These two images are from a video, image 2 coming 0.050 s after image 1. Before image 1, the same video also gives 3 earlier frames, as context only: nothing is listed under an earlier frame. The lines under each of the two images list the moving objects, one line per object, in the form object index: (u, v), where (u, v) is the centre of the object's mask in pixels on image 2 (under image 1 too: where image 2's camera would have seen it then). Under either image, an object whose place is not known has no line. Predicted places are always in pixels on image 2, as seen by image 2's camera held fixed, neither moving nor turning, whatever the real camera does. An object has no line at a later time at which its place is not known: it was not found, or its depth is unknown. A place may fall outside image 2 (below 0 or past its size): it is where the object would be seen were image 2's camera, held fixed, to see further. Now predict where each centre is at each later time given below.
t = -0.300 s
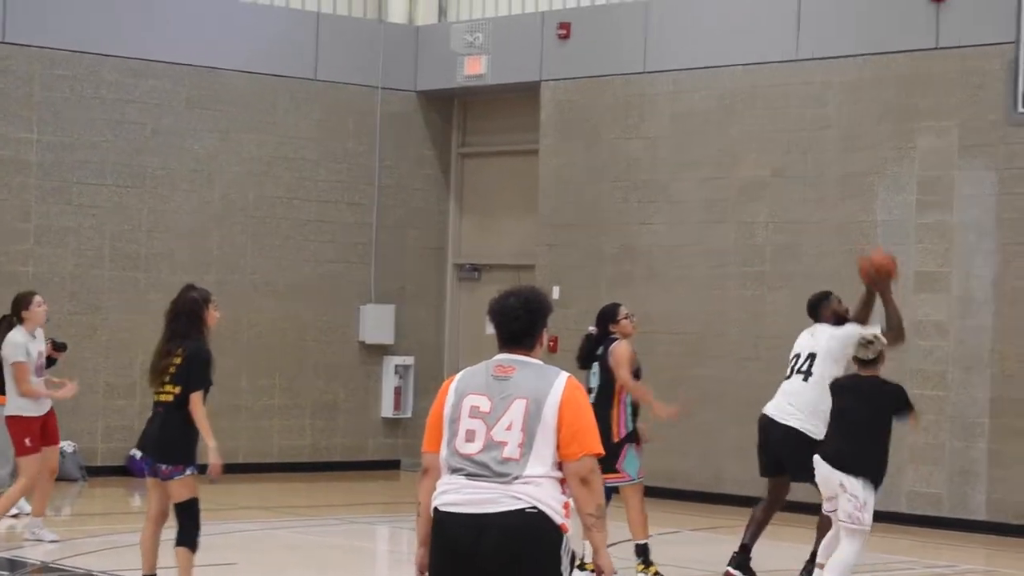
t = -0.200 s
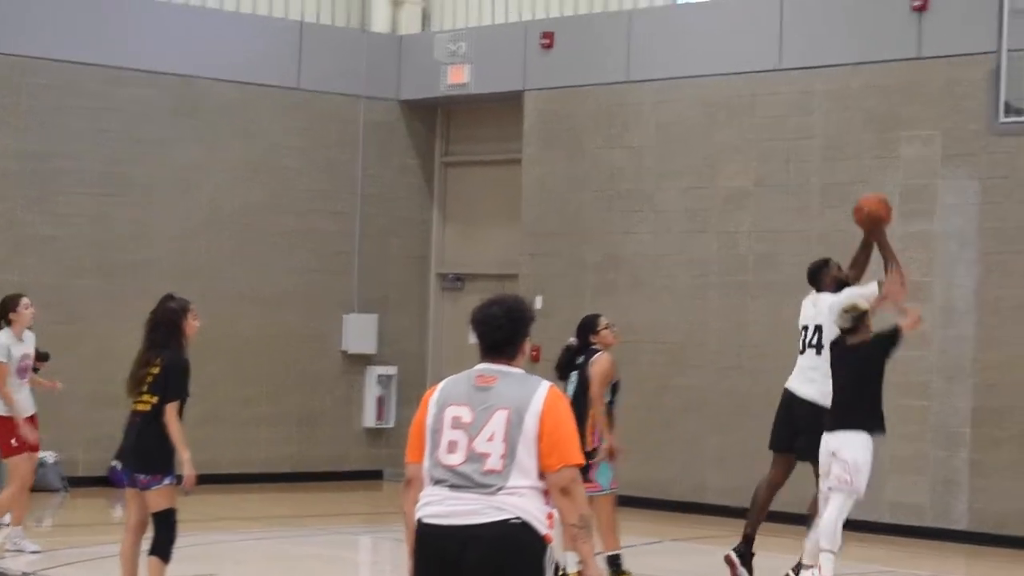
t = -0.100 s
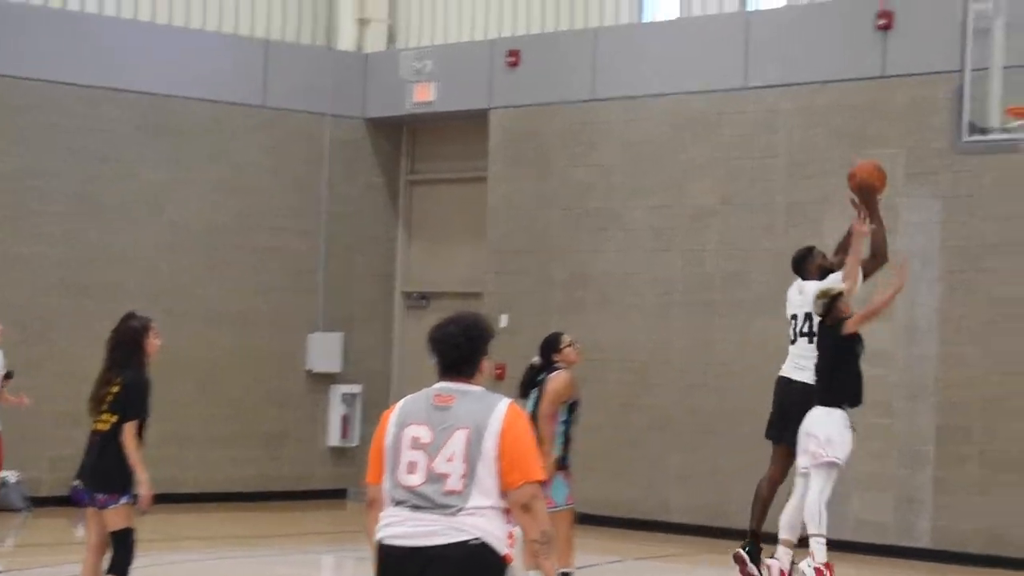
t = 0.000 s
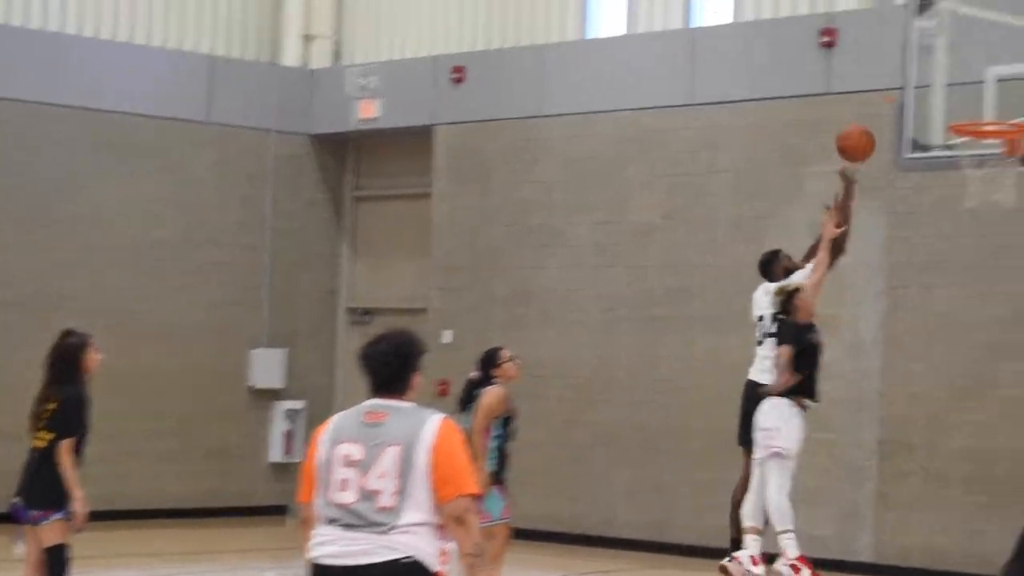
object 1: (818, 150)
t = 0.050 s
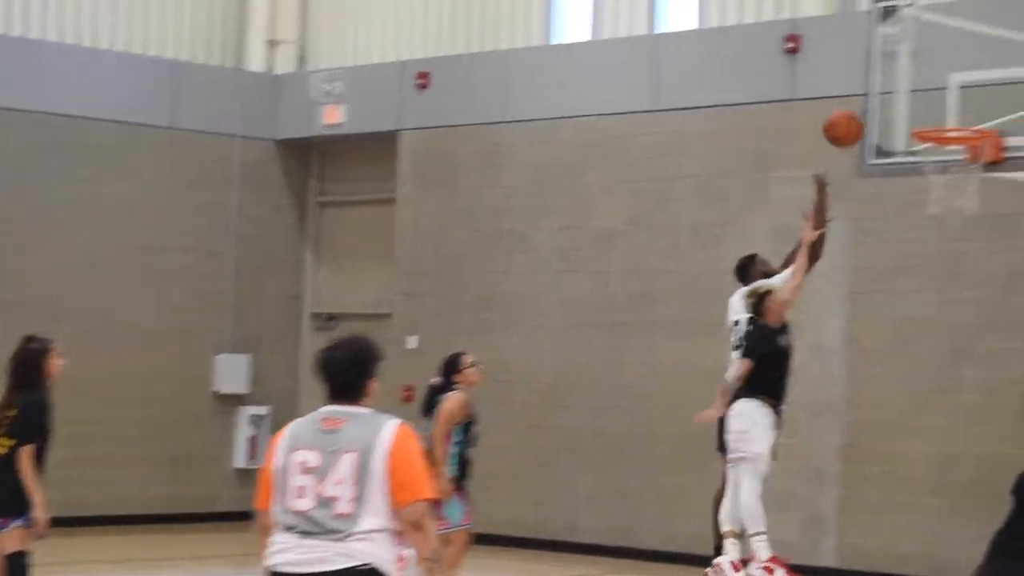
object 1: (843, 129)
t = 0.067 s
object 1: (851, 123)
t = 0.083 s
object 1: (860, 118)
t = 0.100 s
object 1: (867, 113)
